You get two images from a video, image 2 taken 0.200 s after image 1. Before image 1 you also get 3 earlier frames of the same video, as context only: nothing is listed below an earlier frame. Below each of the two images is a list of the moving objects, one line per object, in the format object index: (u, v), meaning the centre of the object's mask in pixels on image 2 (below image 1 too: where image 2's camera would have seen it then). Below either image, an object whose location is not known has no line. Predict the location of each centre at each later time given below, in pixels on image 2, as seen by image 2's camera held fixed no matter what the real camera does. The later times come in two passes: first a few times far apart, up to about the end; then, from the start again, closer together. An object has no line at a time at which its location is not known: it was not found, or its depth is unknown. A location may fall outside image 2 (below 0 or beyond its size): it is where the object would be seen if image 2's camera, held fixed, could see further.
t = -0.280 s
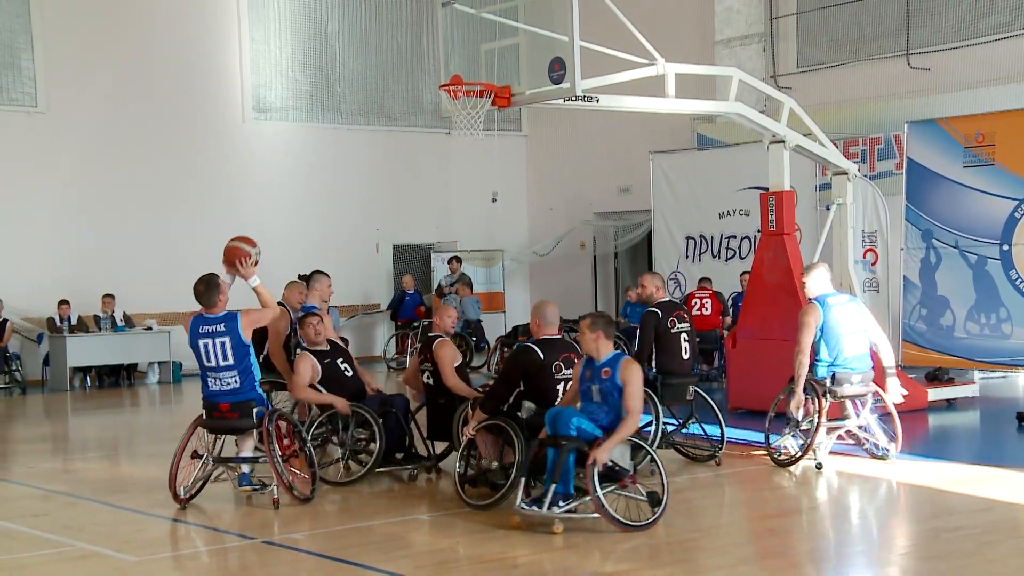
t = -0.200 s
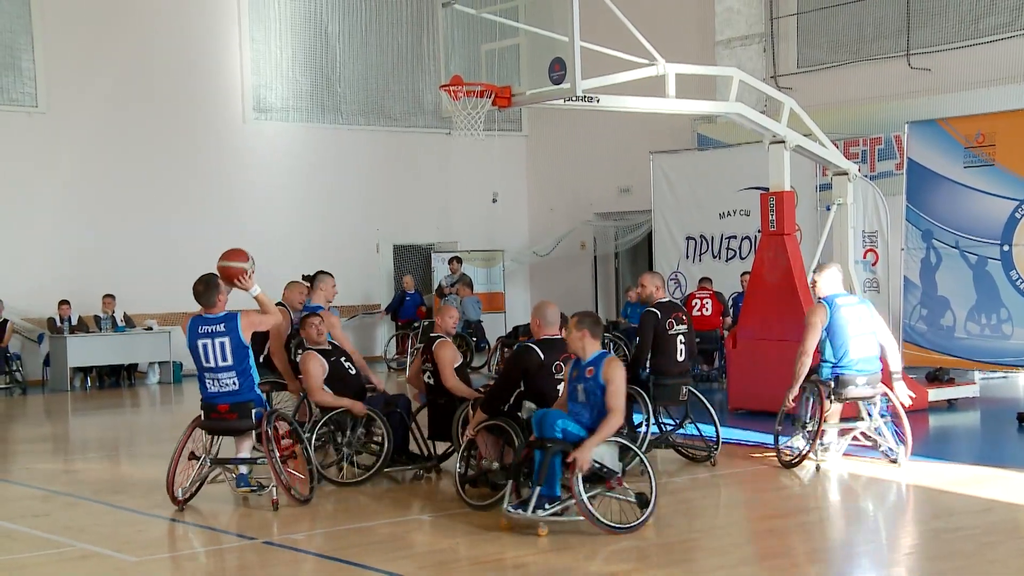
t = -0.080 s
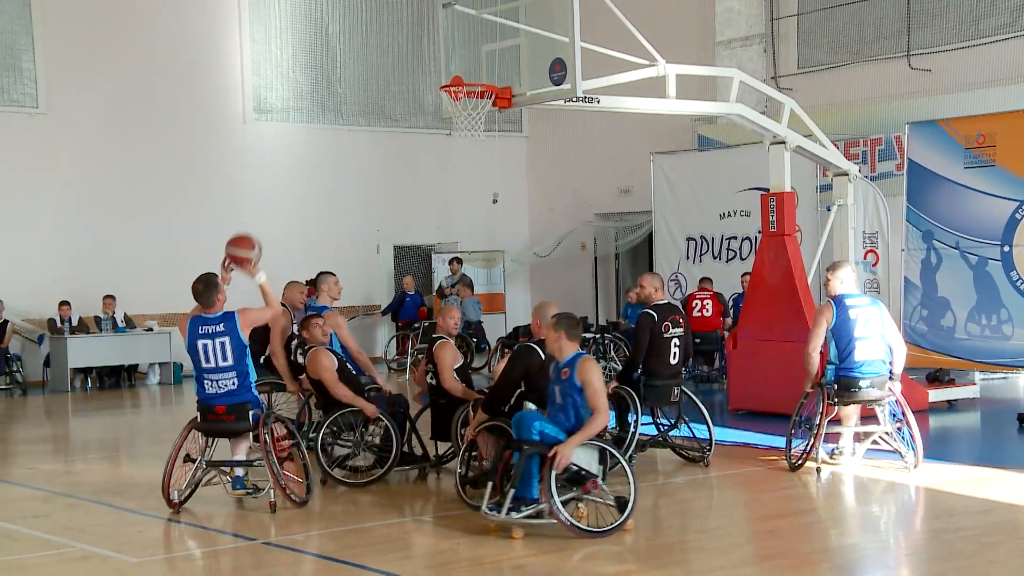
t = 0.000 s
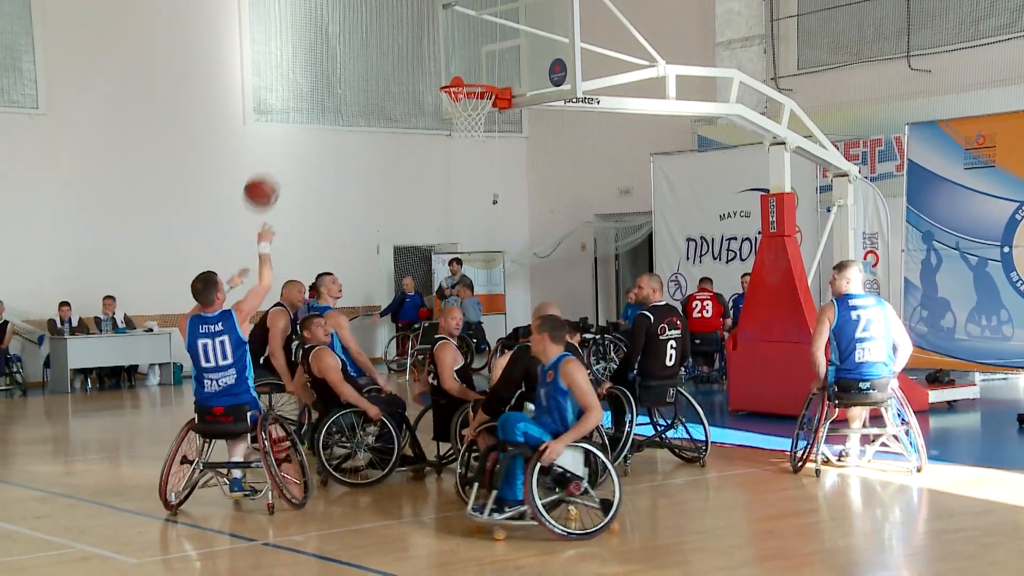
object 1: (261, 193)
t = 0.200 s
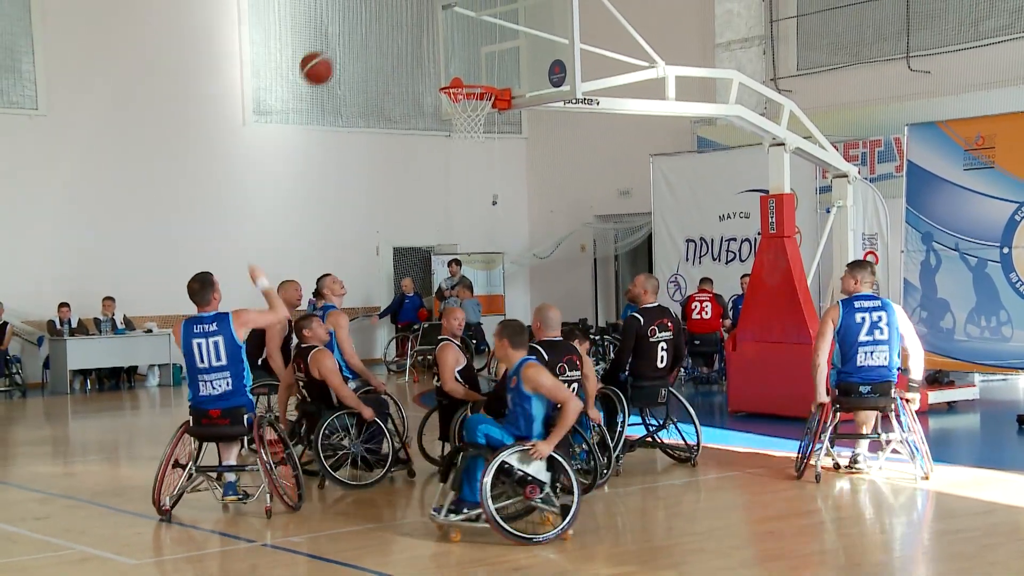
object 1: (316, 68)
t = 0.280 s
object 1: (338, 37)
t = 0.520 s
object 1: (398, 5)
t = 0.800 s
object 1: (464, 46)
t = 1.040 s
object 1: (495, 56)
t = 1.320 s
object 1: (478, 74)
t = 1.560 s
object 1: (458, 141)
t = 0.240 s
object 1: (327, 51)
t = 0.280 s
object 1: (338, 37)
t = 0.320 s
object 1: (348, 24)
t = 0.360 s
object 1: (359, 14)
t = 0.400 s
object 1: (369, 10)
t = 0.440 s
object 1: (380, 7)
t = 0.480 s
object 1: (388, 5)
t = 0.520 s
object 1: (398, 5)
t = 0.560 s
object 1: (409, 5)
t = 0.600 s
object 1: (420, 7)
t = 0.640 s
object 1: (429, 9)
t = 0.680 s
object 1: (437, 13)
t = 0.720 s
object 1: (446, 22)
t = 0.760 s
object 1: (455, 34)
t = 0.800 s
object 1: (464, 46)
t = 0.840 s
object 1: (474, 60)
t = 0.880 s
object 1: (481, 72)
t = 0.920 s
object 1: (484, 65)
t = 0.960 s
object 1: (488, 60)
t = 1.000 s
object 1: (491, 58)
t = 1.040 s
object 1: (495, 56)
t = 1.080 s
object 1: (498, 56)
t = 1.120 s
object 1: (501, 59)
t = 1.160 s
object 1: (497, 59)
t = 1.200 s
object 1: (492, 61)
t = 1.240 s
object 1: (487, 65)
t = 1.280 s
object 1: (483, 70)
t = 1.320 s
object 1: (478, 74)
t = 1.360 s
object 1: (473, 85)
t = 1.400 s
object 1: (469, 98)
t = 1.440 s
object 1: (465, 107)
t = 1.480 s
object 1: (462, 122)
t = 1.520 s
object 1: (460, 133)
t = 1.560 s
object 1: (458, 141)
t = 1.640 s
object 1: (453, 169)
